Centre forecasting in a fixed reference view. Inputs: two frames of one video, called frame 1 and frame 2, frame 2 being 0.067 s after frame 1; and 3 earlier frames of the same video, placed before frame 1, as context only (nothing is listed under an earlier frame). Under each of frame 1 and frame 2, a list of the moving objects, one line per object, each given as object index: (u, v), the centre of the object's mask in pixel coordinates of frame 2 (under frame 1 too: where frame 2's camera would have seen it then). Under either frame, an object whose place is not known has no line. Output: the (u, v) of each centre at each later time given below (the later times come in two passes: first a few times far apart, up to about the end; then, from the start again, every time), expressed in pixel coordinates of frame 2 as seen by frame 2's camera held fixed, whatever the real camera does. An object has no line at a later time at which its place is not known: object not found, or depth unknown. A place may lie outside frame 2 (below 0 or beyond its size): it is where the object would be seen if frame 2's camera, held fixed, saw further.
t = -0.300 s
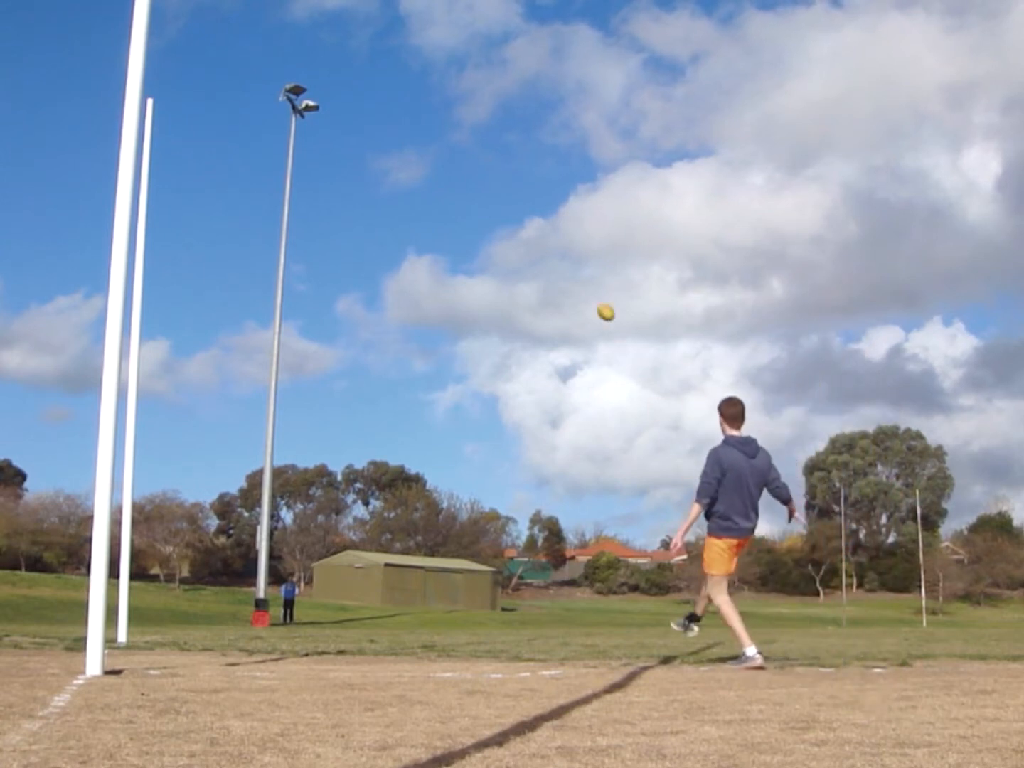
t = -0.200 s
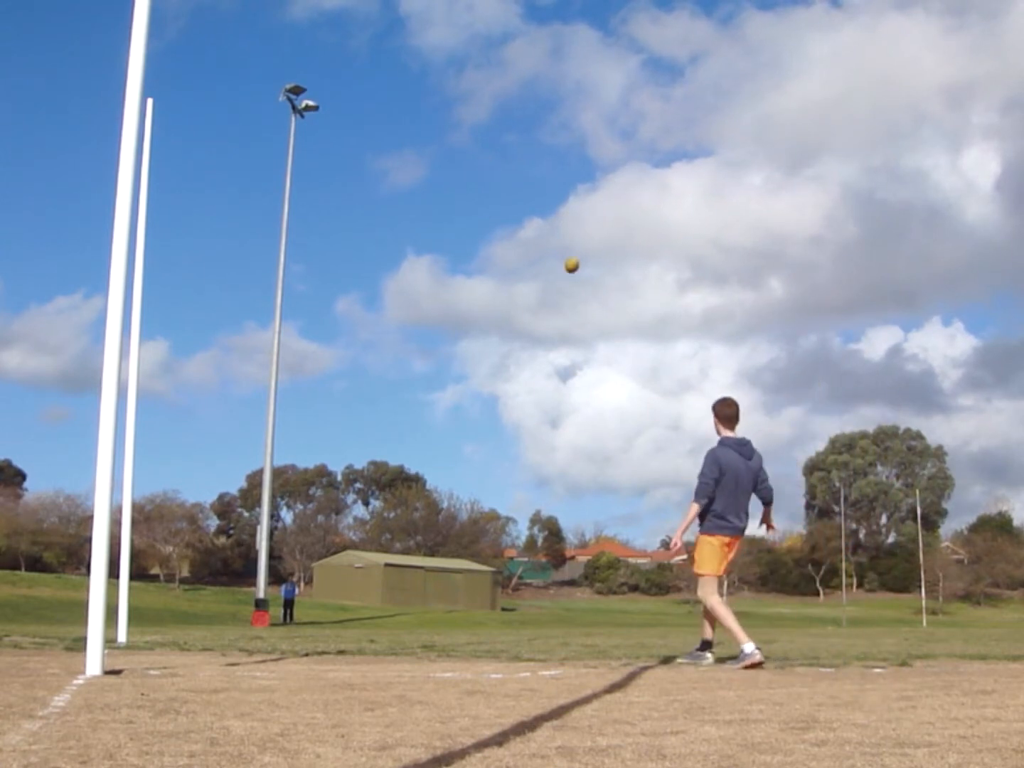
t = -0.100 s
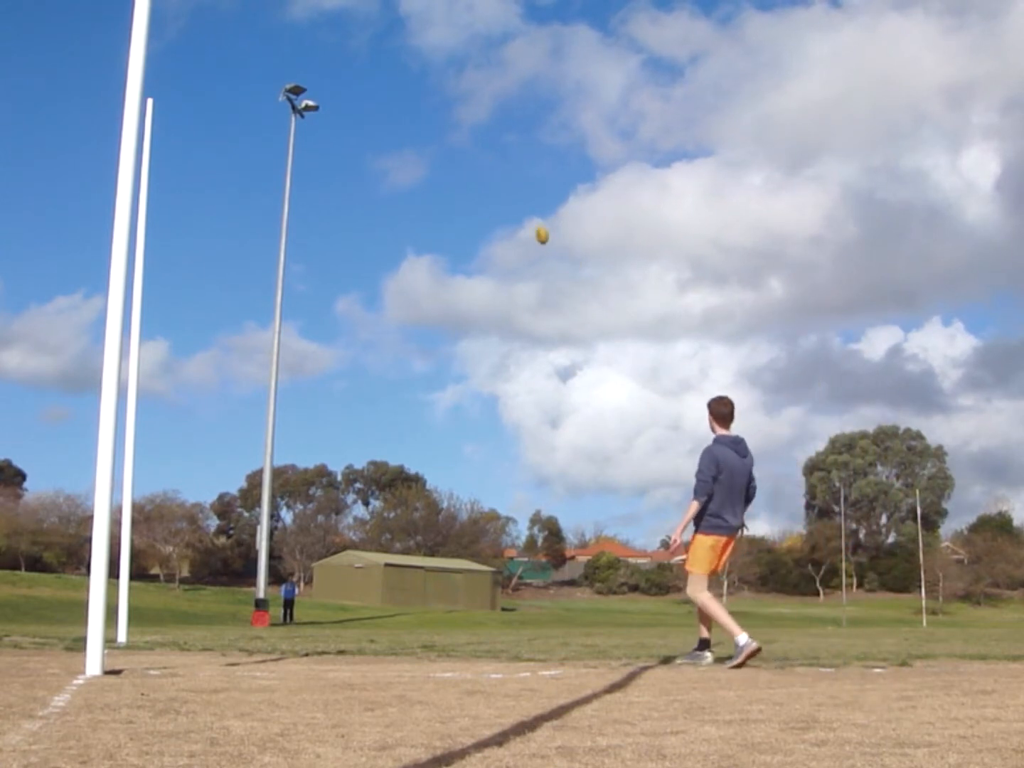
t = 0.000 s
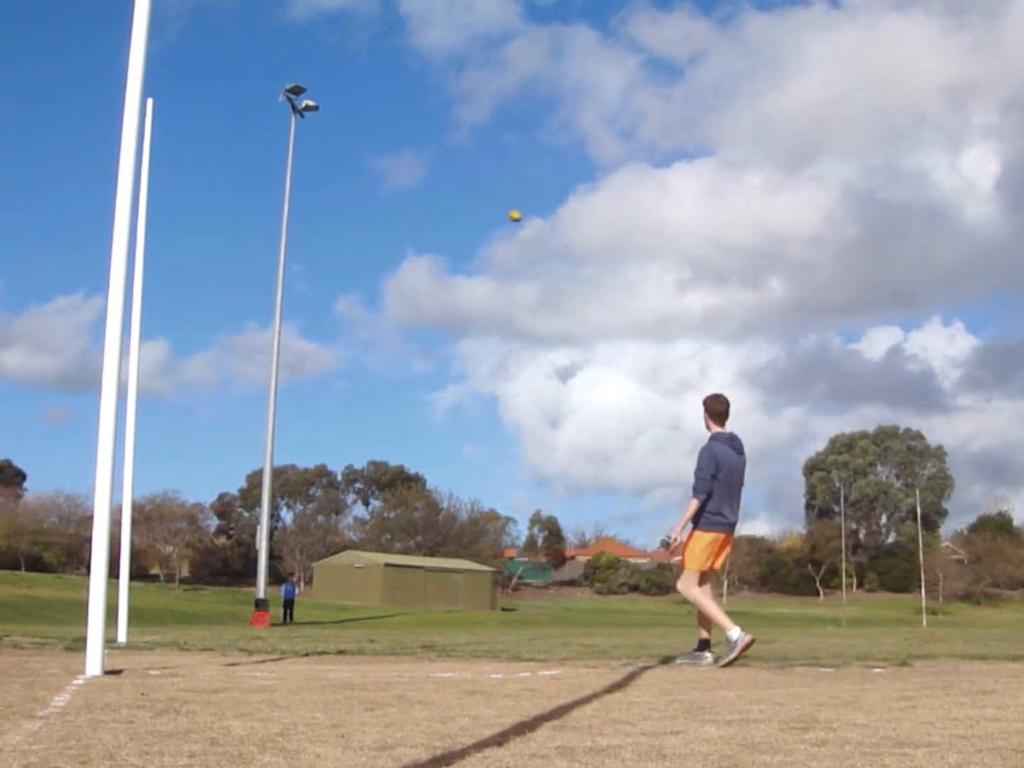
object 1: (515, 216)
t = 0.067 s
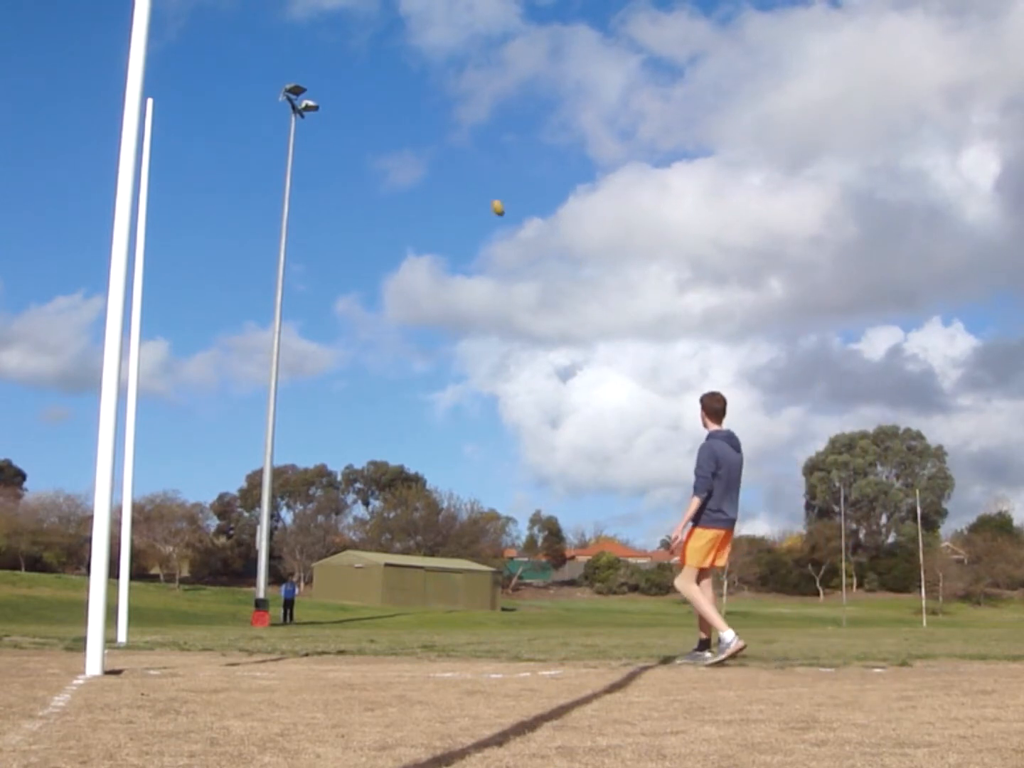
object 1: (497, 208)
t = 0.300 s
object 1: (448, 207)
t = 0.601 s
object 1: (398, 243)
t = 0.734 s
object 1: (378, 267)
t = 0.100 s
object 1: (490, 206)
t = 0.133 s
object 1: (483, 205)
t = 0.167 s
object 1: (475, 204)
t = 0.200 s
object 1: (468, 203)
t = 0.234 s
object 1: (461, 204)
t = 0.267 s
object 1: (455, 204)
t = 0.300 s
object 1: (448, 207)
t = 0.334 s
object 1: (442, 209)
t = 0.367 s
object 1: (436, 211)
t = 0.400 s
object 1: (430, 215)
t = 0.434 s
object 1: (424, 219)
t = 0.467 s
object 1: (419, 223)
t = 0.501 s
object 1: (413, 227)
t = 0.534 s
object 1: (408, 232)
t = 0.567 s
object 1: (403, 237)
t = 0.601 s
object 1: (398, 243)
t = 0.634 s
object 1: (393, 249)
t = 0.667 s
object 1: (387, 255)
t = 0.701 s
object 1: (383, 261)
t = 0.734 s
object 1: (378, 267)
